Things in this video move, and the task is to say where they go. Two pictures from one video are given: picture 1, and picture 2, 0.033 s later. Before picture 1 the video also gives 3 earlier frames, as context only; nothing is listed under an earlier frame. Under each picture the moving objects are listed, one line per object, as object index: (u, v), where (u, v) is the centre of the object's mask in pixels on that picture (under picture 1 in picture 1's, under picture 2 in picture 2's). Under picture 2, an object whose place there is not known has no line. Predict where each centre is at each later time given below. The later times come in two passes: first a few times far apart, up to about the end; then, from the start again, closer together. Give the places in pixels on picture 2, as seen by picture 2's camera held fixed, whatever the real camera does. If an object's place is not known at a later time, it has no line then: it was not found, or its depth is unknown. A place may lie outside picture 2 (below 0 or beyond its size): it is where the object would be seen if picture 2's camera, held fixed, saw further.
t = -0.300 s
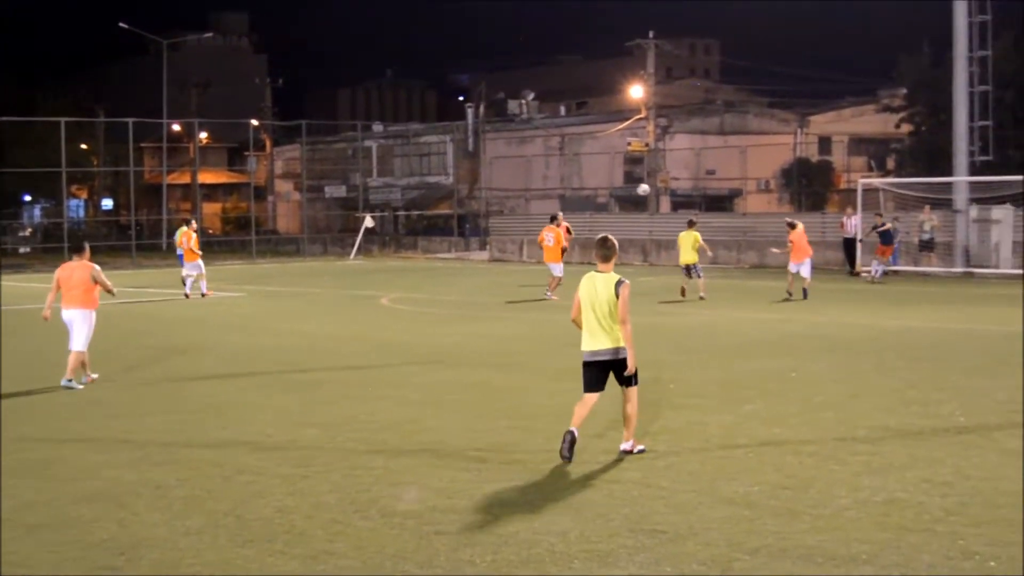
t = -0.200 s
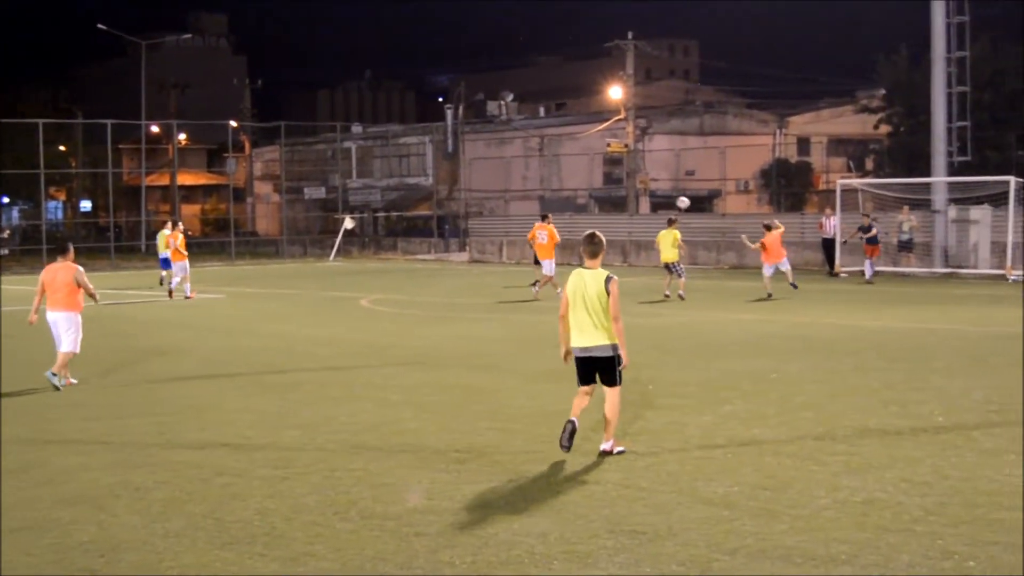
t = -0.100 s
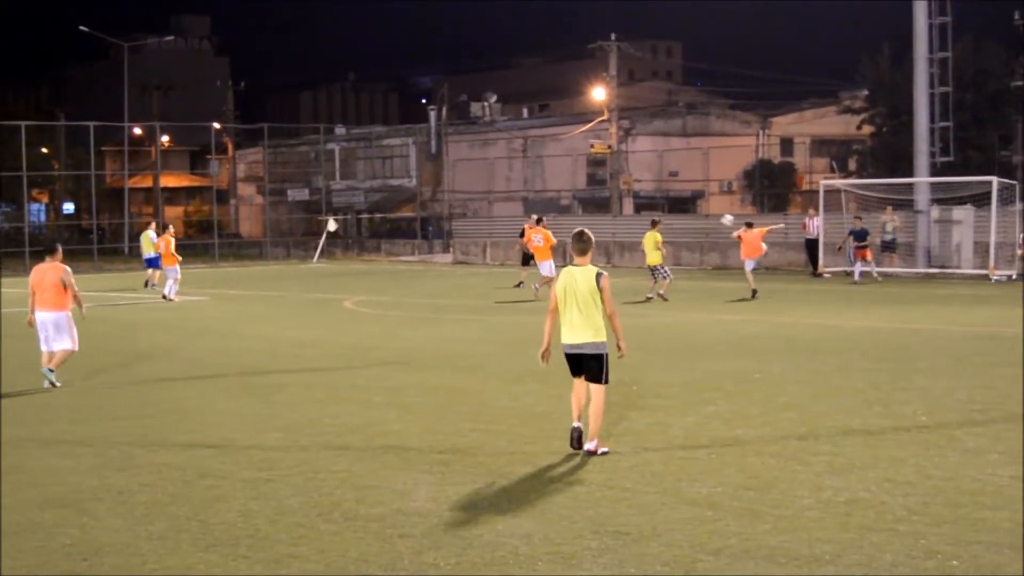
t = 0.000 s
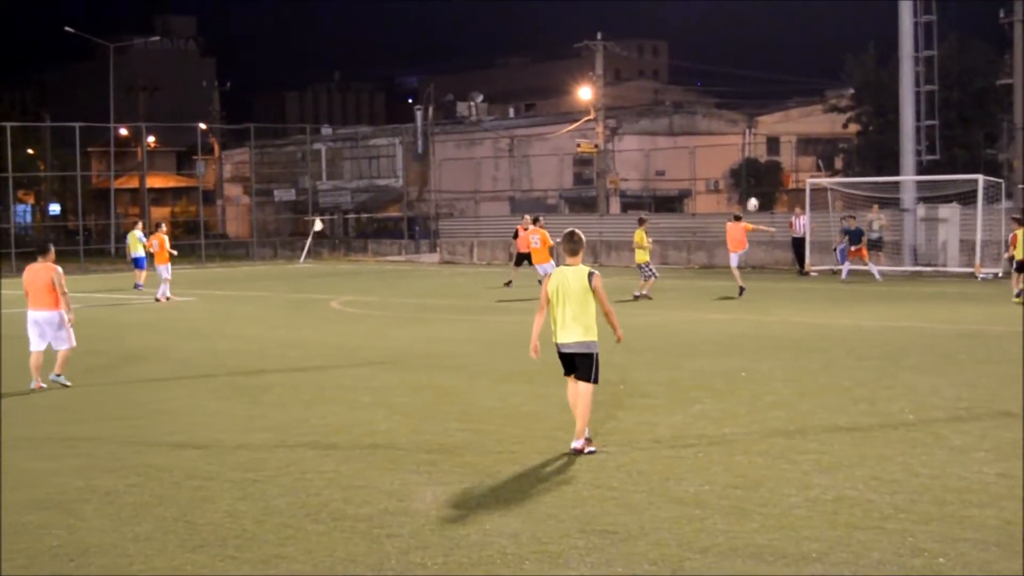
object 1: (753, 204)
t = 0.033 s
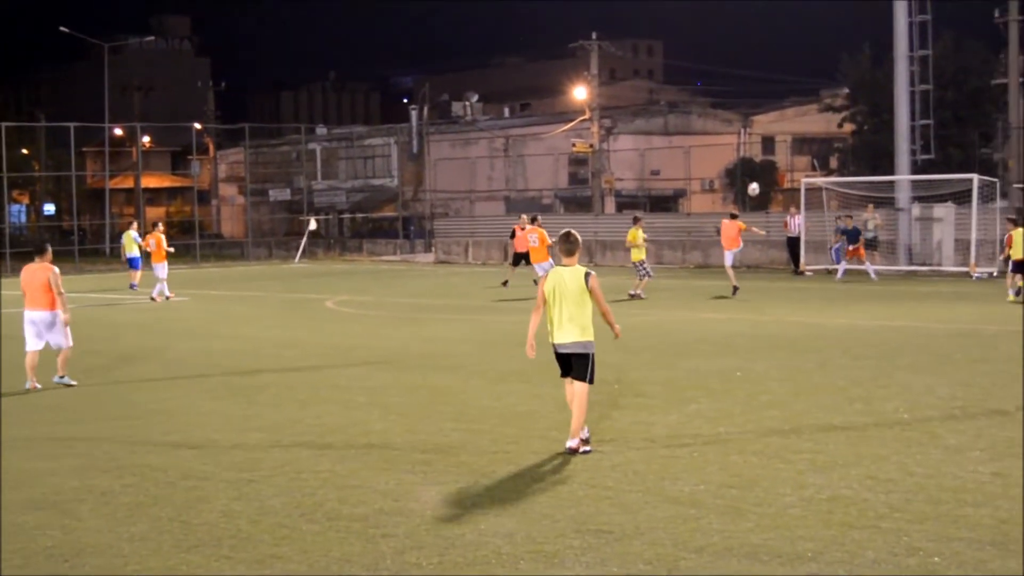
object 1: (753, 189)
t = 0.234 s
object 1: (792, 110)
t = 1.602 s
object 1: (1109, 155)
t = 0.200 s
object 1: (786, 122)
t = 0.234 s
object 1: (792, 110)
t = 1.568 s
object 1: (1101, 140)
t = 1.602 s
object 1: (1109, 155)
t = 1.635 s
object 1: (1117, 169)
